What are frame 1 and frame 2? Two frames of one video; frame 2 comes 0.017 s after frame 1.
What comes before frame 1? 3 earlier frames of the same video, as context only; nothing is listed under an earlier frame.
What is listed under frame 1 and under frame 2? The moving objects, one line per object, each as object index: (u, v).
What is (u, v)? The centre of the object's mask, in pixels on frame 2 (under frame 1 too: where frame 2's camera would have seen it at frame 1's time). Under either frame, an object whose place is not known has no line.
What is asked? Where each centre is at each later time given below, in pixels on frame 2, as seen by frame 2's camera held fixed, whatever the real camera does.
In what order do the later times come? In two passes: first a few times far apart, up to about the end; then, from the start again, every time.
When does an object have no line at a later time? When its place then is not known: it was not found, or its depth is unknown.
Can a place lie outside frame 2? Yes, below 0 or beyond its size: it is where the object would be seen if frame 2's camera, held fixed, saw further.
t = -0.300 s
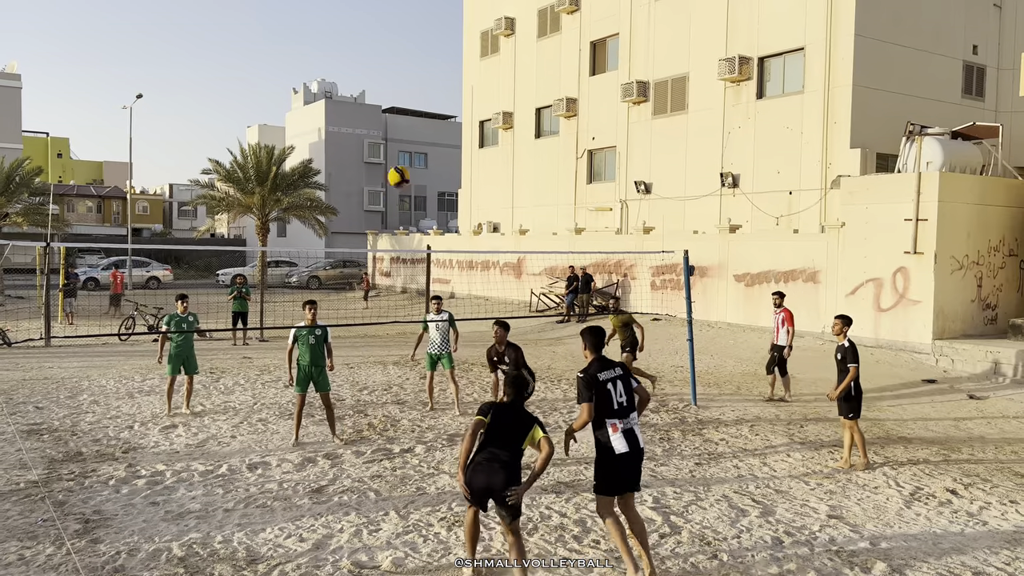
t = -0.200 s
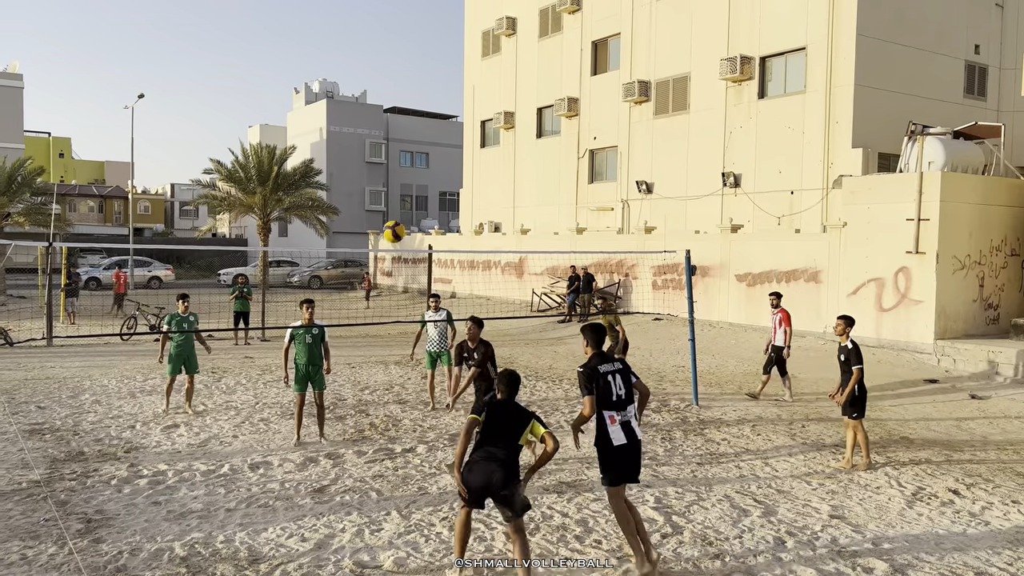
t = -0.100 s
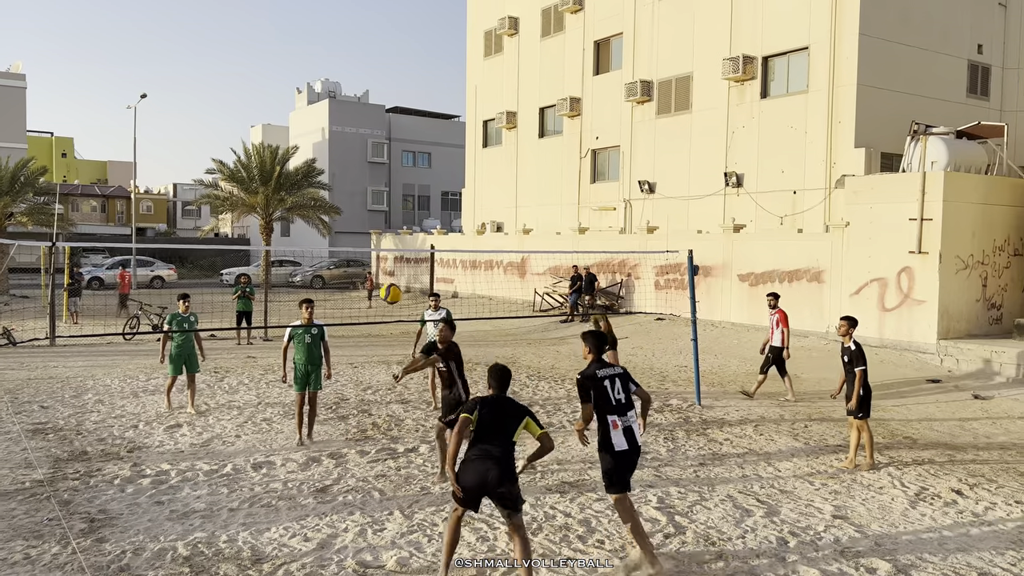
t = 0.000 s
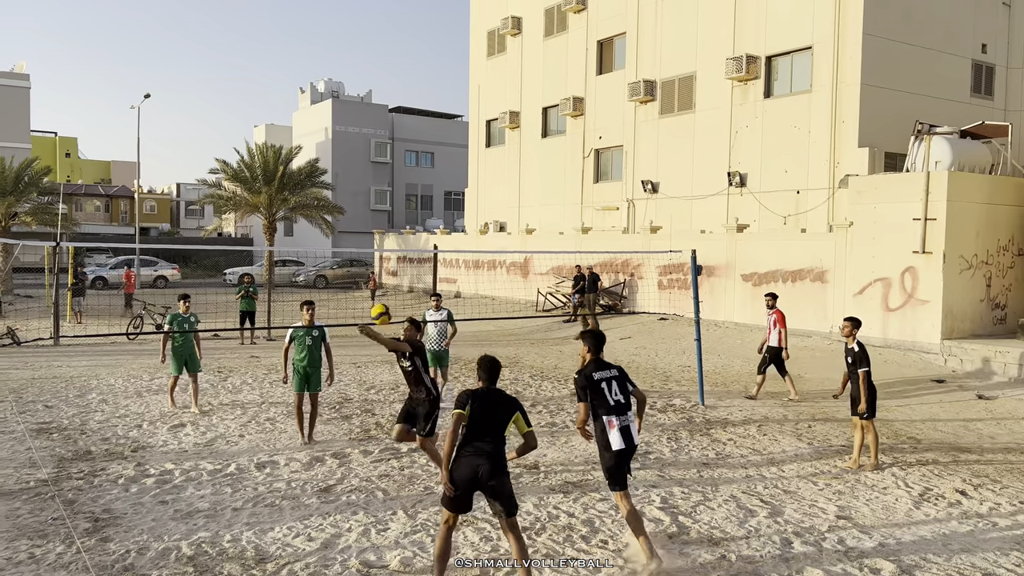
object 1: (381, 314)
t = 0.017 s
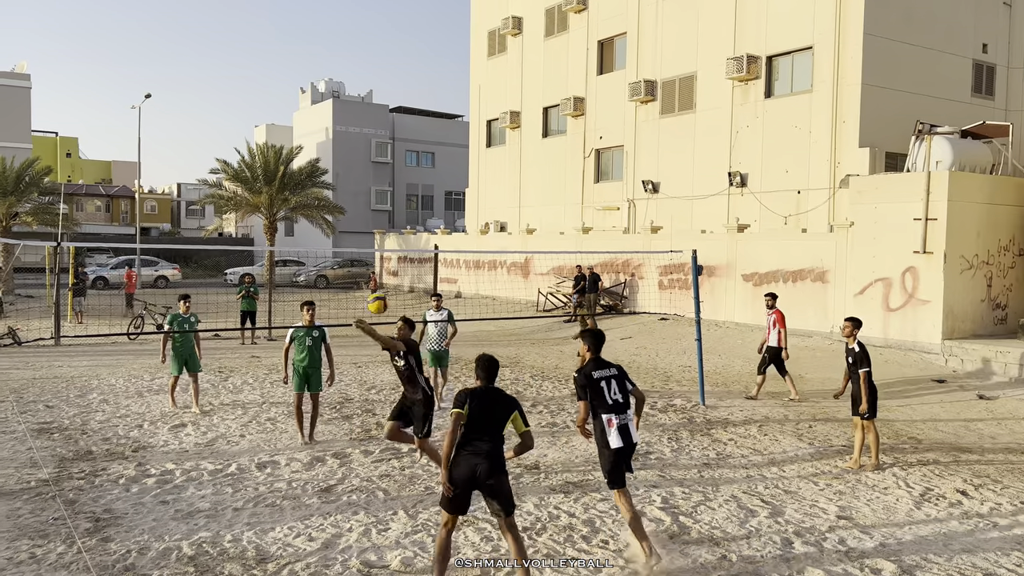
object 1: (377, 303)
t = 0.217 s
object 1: (327, 193)
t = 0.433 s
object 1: (274, 115)
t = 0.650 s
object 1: (221, 82)
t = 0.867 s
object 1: (171, 97)
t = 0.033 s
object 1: (373, 292)
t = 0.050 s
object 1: (369, 283)
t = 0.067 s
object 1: (365, 273)
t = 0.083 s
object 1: (361, 263)
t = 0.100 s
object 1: (356, 253)
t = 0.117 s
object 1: (352, 244)
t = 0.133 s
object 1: (348, 234)
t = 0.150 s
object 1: (344, 226)
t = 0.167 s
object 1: (340, 217)
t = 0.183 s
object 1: (336, 209)
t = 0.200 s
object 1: (332, 201)
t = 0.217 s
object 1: (327, 193)
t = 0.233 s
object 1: (324, 185)
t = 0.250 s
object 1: (320, 178)
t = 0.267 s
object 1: (315, 170)
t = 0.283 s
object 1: (312, 165)
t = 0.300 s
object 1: (307, 157)
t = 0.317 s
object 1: (303, 151)
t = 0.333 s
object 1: (298, 145)
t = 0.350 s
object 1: (295, 140)
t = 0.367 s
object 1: (290, 134)
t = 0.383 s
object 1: (286, 128)
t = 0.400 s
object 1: (282, 124)
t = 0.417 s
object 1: (278, 119)
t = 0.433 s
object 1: (274, 115)
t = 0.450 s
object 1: (270, 111)
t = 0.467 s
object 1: (266, 107)
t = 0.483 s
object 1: (262, 103)
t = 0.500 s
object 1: (257, 100)
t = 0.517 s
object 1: (253, 97)
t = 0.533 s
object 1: (249, 94)
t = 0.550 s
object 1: (245, 91)
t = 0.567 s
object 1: (241, 89)
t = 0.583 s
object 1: (237, 87)
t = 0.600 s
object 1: (234, 85)
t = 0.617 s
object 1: (229, 84)
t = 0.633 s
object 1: (225, 83)
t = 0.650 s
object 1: (221, 82)
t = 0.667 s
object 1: (217, 82)
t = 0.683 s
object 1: (213, 82)
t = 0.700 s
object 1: (209, 82)
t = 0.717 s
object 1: (206, 82)
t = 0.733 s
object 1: (202, 82)
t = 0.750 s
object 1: (198, 83)
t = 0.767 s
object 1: (194, 84)
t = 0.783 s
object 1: (190, 86)
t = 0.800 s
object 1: (186, 87)
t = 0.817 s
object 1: (182, 89)
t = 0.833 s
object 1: (179, 91)
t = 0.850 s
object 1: (174, 94)
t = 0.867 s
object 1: (171, 97)
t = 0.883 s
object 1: (168, 100)
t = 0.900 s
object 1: (164, 103)
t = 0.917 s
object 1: (161, 107)
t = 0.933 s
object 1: (158, 110)
